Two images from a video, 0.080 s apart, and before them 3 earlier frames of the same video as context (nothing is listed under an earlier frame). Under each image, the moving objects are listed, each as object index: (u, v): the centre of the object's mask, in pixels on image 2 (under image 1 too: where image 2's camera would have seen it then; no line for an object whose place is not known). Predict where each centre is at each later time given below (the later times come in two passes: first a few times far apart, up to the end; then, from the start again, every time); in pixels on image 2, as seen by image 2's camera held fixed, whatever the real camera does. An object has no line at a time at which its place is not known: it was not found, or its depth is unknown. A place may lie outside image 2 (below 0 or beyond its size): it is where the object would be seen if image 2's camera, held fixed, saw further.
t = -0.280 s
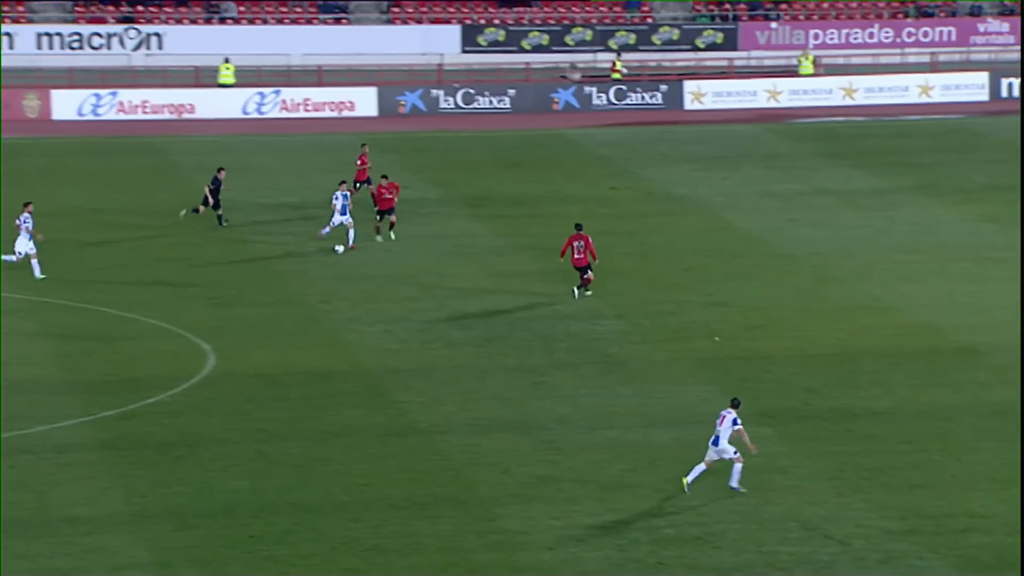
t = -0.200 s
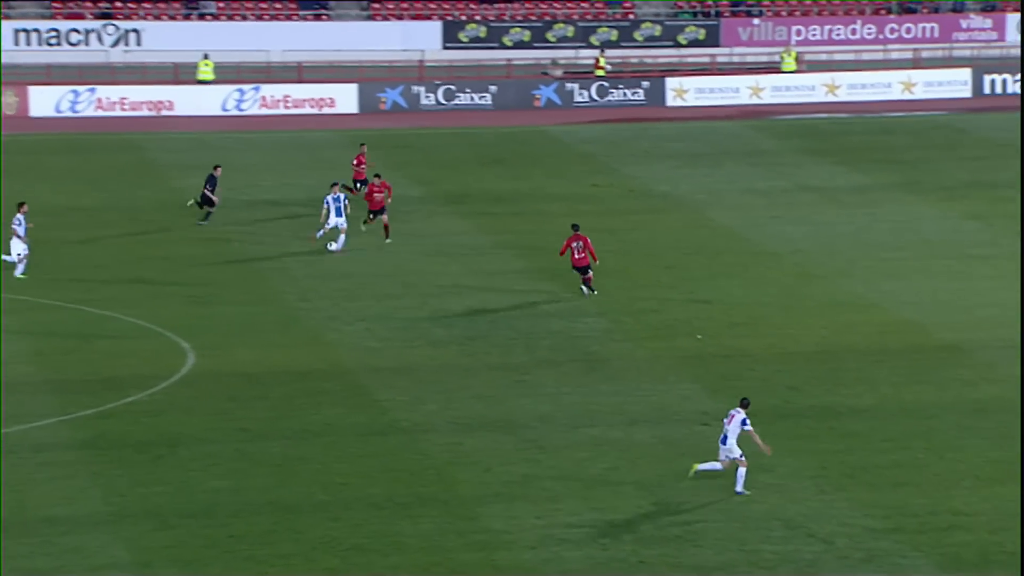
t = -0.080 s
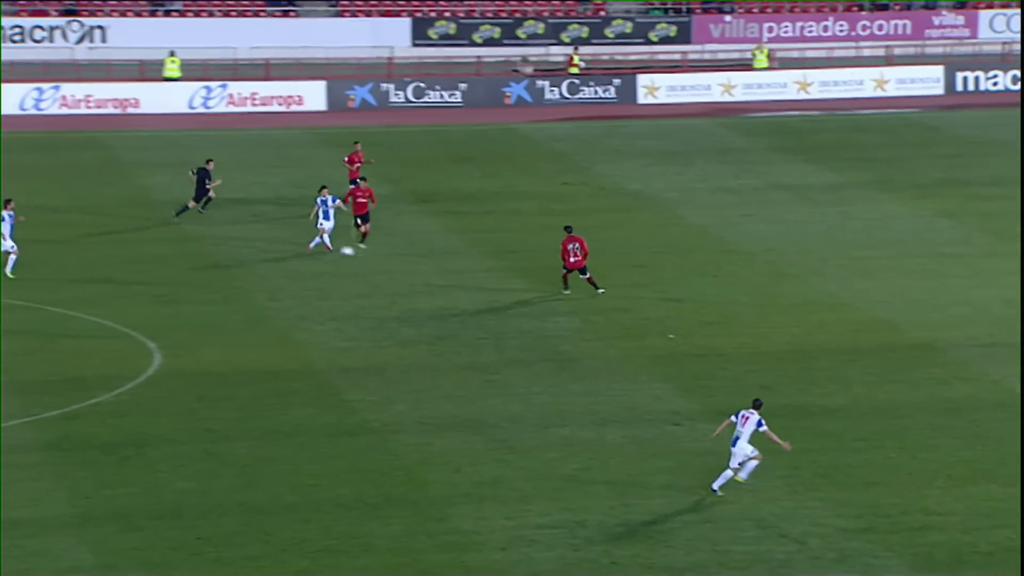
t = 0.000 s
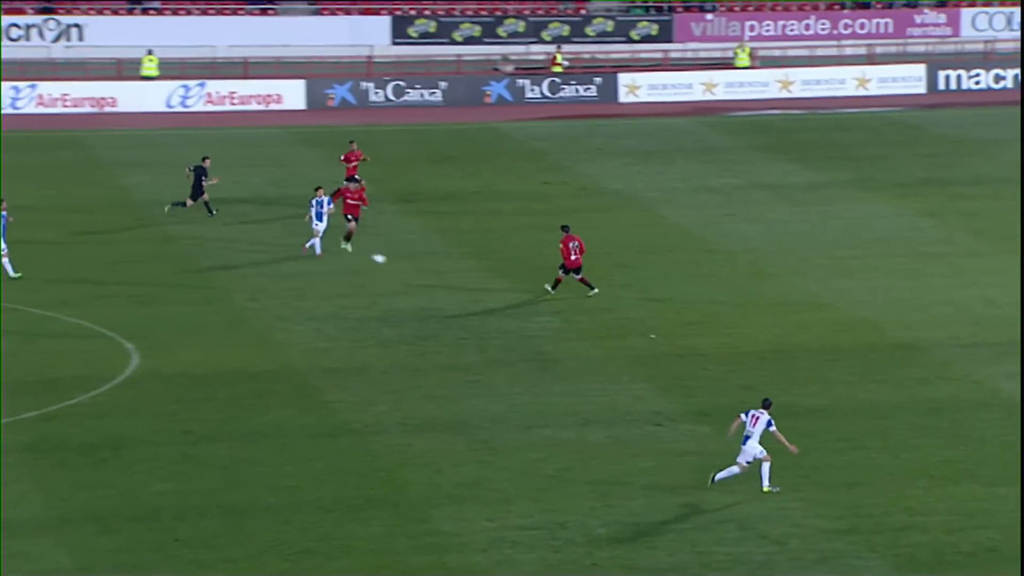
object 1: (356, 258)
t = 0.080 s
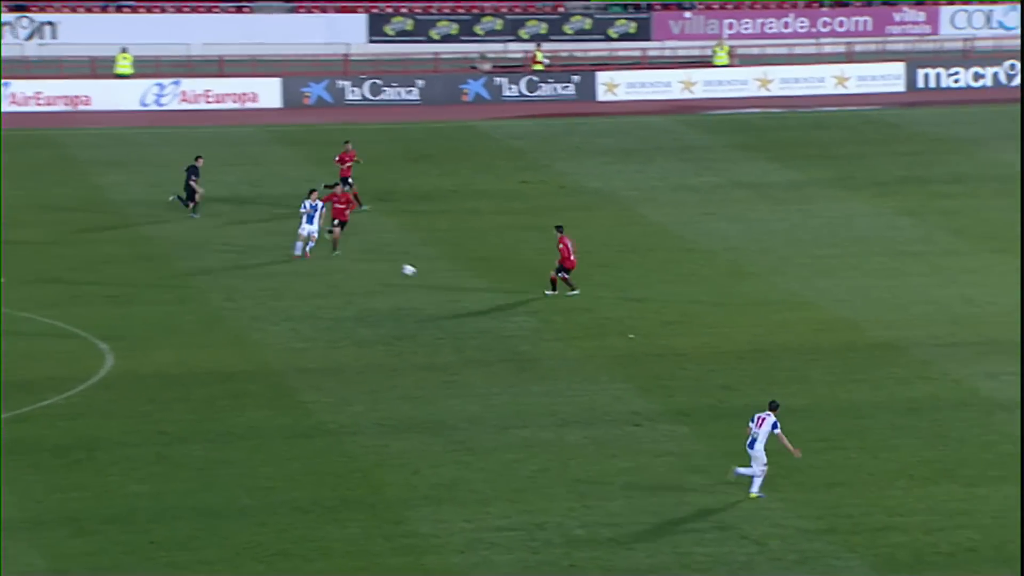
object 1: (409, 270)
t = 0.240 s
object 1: (514, 292)
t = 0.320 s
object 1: (566, 297)
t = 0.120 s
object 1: (435, 277)
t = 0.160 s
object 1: (462, 286)
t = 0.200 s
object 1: (489, 292)
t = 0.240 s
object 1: (514, 292)
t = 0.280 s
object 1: (540, 294)
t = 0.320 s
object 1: (566, 297)
